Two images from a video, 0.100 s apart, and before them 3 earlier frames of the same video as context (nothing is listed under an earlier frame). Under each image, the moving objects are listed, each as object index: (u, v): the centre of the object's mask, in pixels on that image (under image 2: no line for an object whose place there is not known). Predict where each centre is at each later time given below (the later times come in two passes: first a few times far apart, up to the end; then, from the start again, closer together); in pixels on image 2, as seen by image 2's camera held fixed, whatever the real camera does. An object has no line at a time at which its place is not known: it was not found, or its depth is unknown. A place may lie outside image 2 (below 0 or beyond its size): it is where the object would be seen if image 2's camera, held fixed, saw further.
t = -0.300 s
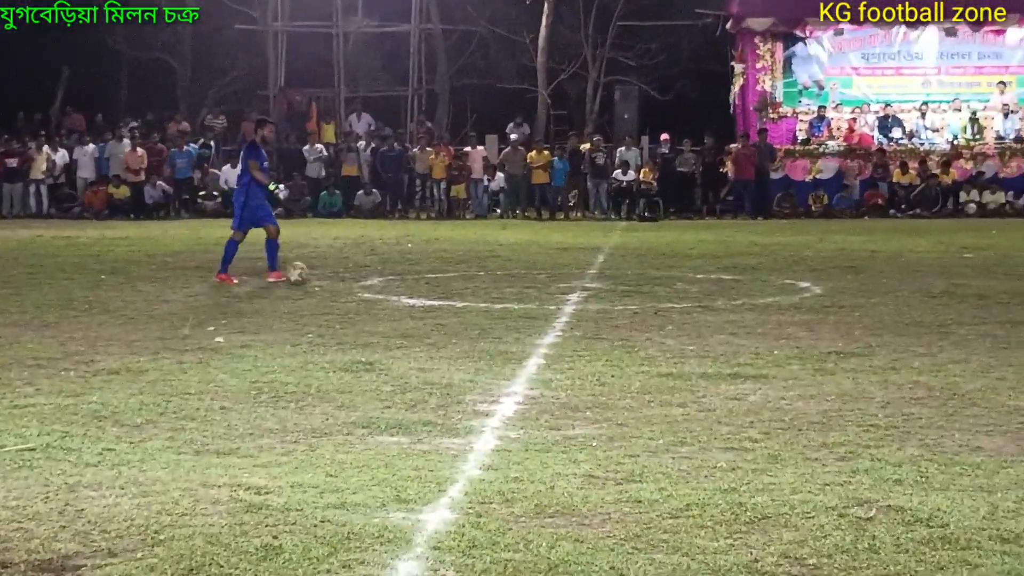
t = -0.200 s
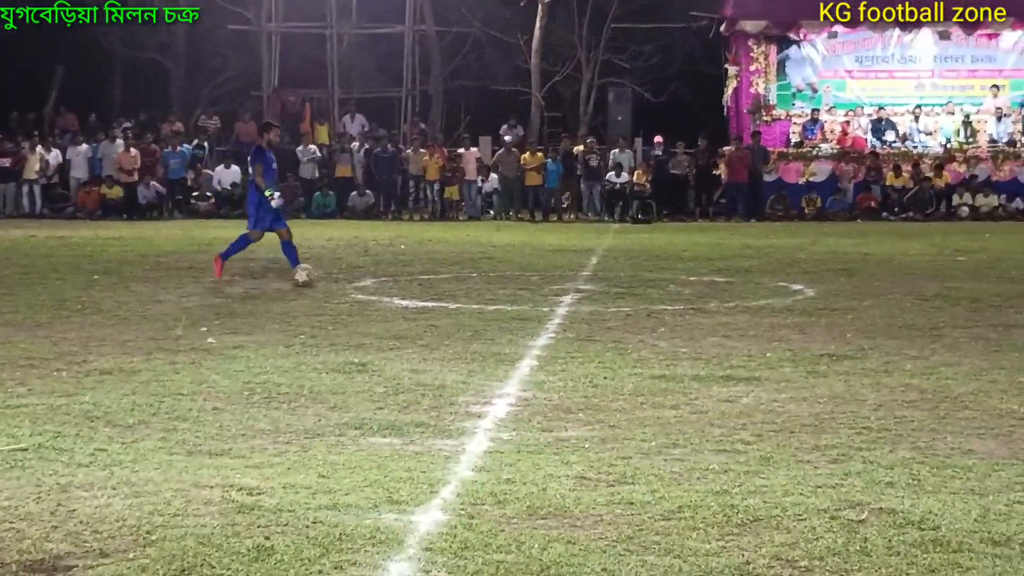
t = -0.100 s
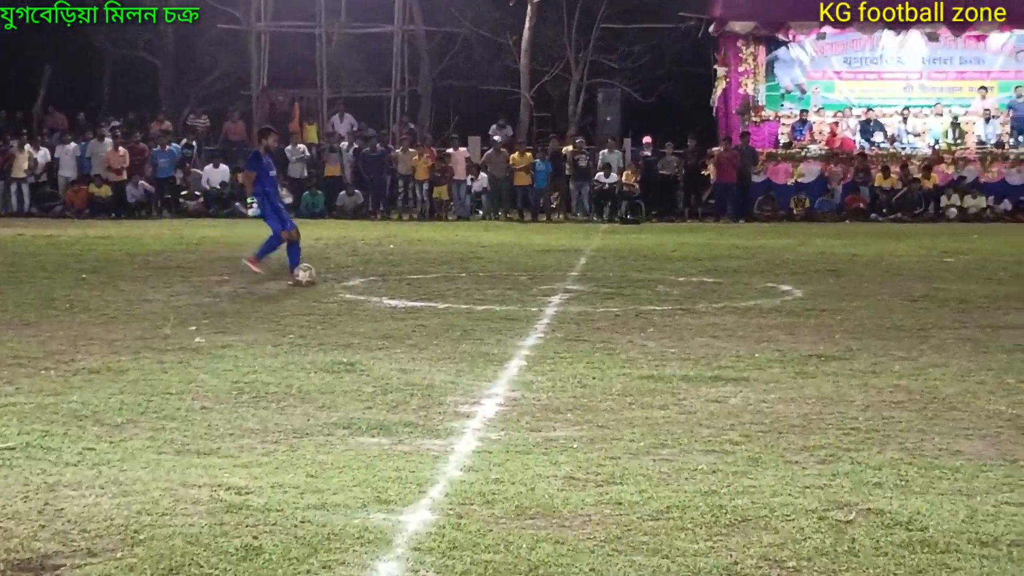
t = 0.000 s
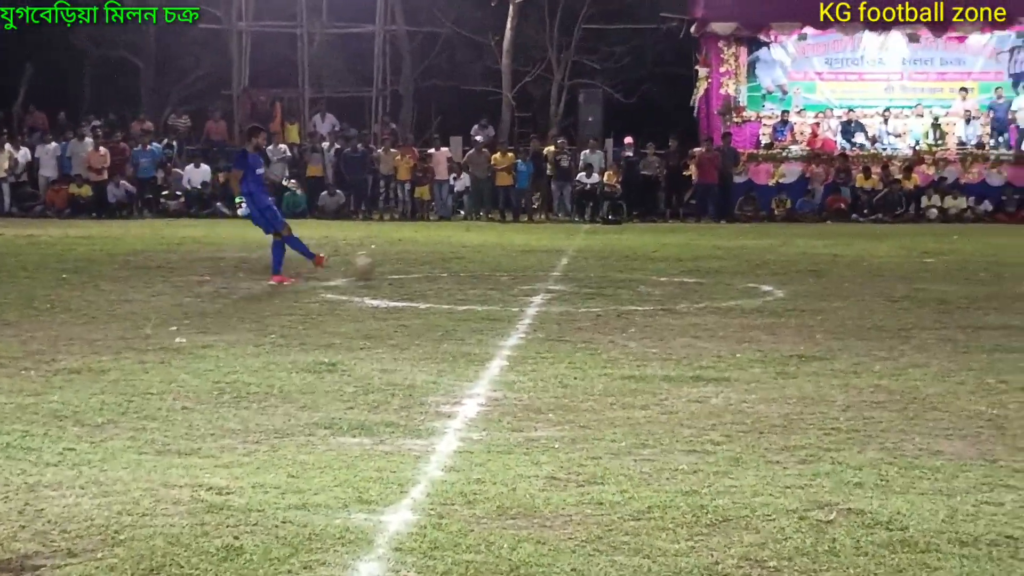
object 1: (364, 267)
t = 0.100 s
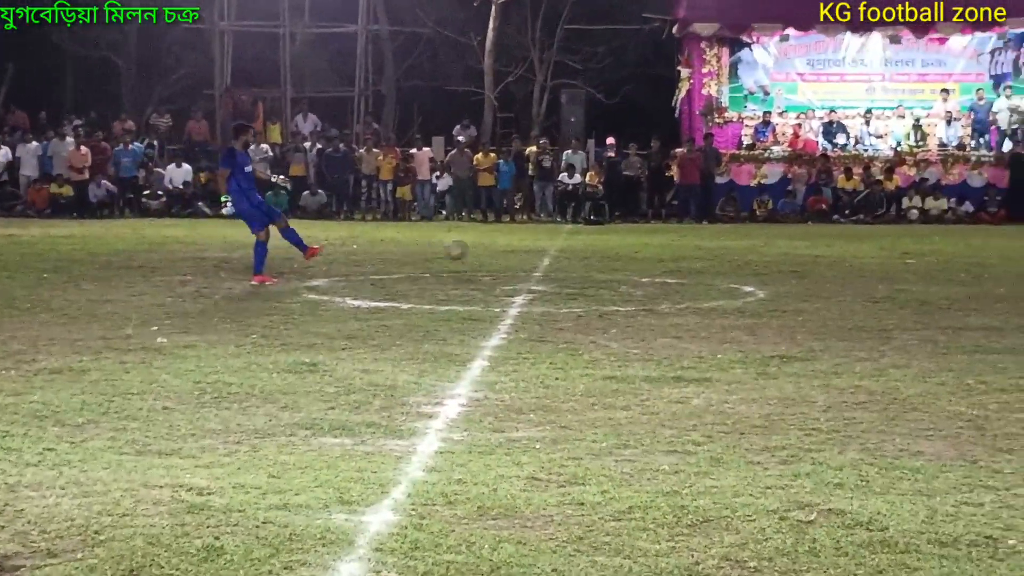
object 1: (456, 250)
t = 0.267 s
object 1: (608, 254)
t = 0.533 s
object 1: (754, 230)
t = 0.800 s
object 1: (860, 243)
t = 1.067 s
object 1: (952, 233)
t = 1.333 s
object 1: (1031, 227)
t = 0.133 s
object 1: (487, 248)
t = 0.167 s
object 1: (519, 248)
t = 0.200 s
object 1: (553, 249)
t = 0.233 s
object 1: (580, 252)
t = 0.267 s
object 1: (608, 254)
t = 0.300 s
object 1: (638, 258)
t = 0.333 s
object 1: (658, 257)
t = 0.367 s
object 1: (675, 248)
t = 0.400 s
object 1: (692, 242)
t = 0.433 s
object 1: (708, 237)
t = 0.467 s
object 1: (723, 234)
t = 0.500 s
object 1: (739, 231)
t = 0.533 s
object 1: (754, 230)
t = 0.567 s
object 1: (768, 229)
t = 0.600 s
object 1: (783, 230)
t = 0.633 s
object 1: (796, 231)
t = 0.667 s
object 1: (809, 233)
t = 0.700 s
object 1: (822, 238)
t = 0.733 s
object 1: (834, 242)
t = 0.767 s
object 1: (847, 246)
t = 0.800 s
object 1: (860, 243)
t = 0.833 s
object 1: (873, 241)
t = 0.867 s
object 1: (885, 239)
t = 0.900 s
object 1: (897, 239)
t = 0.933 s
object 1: (908, 240)
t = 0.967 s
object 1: (920, 242)
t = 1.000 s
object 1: (930, 239)
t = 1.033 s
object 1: (941, 236)
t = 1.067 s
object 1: (952, 233)
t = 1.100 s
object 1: (961, 233)
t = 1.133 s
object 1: (972, 232)
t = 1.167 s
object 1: (982, 234)
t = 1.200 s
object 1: (992, 235)
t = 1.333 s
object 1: (1031, 227)
